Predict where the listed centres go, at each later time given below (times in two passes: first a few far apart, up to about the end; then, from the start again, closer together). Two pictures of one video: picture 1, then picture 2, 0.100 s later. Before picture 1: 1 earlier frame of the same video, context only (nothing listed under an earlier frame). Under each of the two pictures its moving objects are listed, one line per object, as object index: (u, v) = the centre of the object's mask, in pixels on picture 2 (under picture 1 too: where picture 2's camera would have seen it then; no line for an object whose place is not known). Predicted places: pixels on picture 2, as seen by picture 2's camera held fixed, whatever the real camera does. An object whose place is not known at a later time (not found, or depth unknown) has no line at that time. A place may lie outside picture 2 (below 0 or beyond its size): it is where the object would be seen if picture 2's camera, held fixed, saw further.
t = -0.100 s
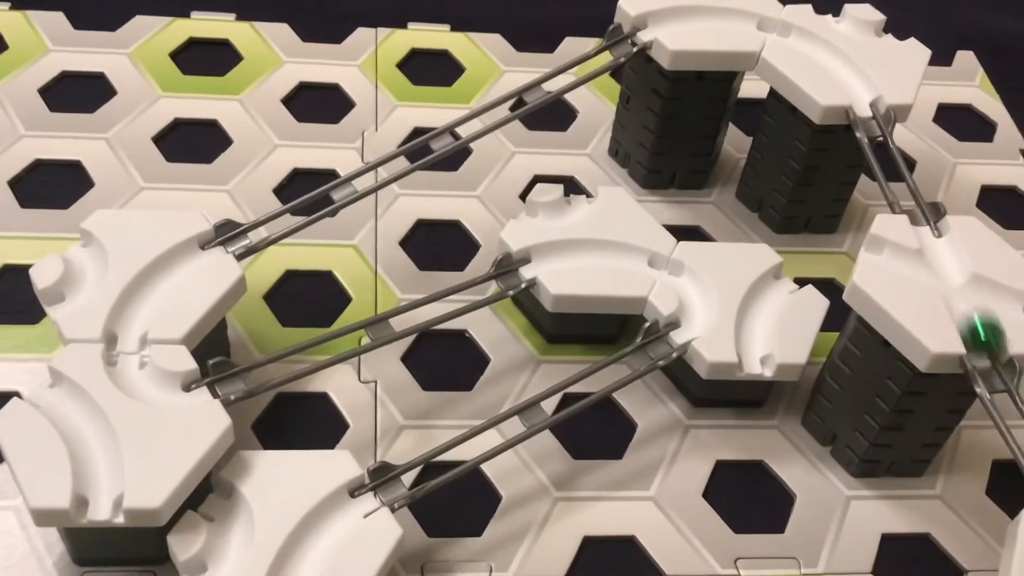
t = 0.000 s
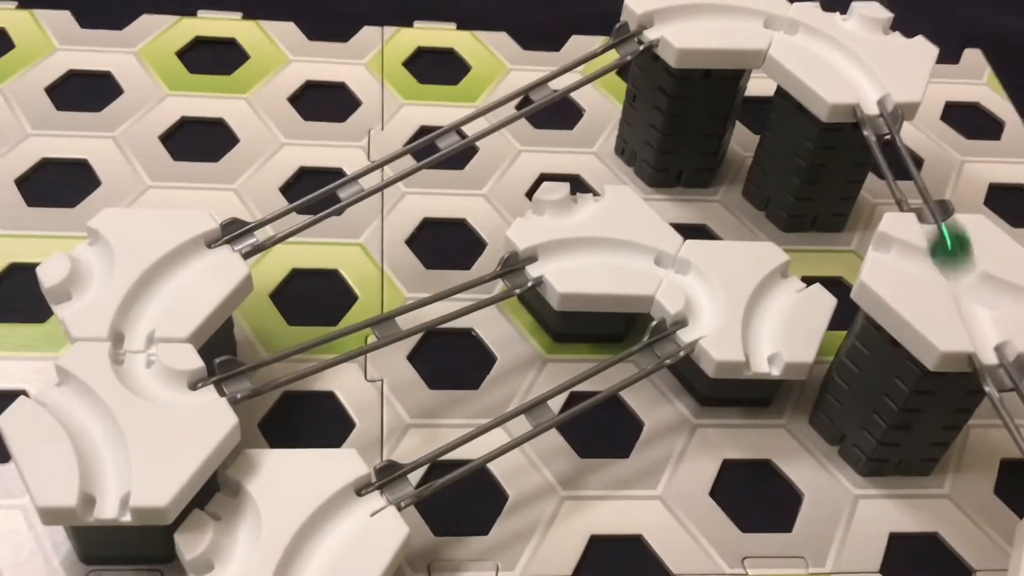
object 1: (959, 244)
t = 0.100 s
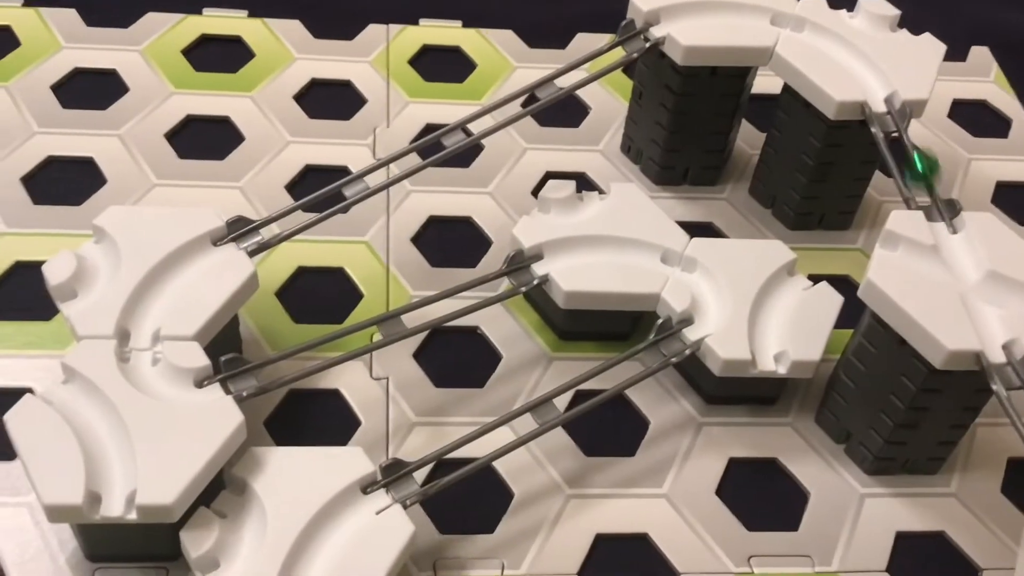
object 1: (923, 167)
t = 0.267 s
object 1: (868, 70)
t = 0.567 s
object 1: (669, 14)
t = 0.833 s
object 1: (445, 131)
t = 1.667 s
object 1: (607, 243)
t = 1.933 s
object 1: (694, 322)
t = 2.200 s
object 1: (551, 398)
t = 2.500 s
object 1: (321, 537)
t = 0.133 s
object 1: (911, 149)
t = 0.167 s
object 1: (899, 125)
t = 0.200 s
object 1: (891, 109)
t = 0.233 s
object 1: (881, 87)
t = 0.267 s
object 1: (868, 70)
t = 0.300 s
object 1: (849, 51)
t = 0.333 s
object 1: (827, 36)
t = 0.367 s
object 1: (803, 24)
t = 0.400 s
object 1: (780, 16)
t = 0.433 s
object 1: (757, 13)
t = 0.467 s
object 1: (735, 10)
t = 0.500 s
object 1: (713, 10)
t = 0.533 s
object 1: (689, 11)
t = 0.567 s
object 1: (669, 14)
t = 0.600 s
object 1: (650, 23)
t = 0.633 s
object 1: (632, 34)
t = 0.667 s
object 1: (607, 44)
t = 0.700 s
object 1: (581, 57)
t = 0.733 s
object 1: (552, 75)
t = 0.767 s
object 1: (523, 91)
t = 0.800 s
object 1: (486, 107)
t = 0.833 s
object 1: (445, 131)
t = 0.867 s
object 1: (400, 148)
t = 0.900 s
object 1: (355, 175)
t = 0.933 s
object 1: (306, 198)
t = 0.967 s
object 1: (246, 226)
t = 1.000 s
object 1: (191, 253)
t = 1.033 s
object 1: (151, 294)
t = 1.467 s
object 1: (487, 279)
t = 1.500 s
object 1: (507, 268)
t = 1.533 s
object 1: (523, 262)
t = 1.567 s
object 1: (540, 257)
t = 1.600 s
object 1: (560, 248)
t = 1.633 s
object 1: (582, 244)
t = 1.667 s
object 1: (607, 243)
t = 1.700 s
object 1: (630, 246)
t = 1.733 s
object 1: (657, 252)
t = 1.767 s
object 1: (680, 262)
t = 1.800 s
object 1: (700, 274)
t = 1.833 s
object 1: (709, 290)
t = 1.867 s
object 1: (711, 304)
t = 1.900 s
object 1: (707, 314)
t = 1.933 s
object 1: (694, 322)
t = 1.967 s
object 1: (681, 329)
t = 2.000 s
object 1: (669, 337)
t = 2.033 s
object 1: (654, 347)
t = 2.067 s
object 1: (636, 355)
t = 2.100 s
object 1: (616, 365)
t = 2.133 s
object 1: (595, 375)
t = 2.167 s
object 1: (574, 386)
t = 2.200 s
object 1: (551, 398)
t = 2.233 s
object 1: (529, 409)
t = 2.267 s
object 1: (505, 423)
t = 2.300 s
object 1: (479, 437)
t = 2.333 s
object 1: (451, 453)
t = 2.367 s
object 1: (427, 464)
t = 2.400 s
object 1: (397, 479)
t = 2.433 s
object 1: (370, 494)
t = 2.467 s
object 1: (345, 513)
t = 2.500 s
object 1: (321, 537)
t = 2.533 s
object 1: (306, 555)
